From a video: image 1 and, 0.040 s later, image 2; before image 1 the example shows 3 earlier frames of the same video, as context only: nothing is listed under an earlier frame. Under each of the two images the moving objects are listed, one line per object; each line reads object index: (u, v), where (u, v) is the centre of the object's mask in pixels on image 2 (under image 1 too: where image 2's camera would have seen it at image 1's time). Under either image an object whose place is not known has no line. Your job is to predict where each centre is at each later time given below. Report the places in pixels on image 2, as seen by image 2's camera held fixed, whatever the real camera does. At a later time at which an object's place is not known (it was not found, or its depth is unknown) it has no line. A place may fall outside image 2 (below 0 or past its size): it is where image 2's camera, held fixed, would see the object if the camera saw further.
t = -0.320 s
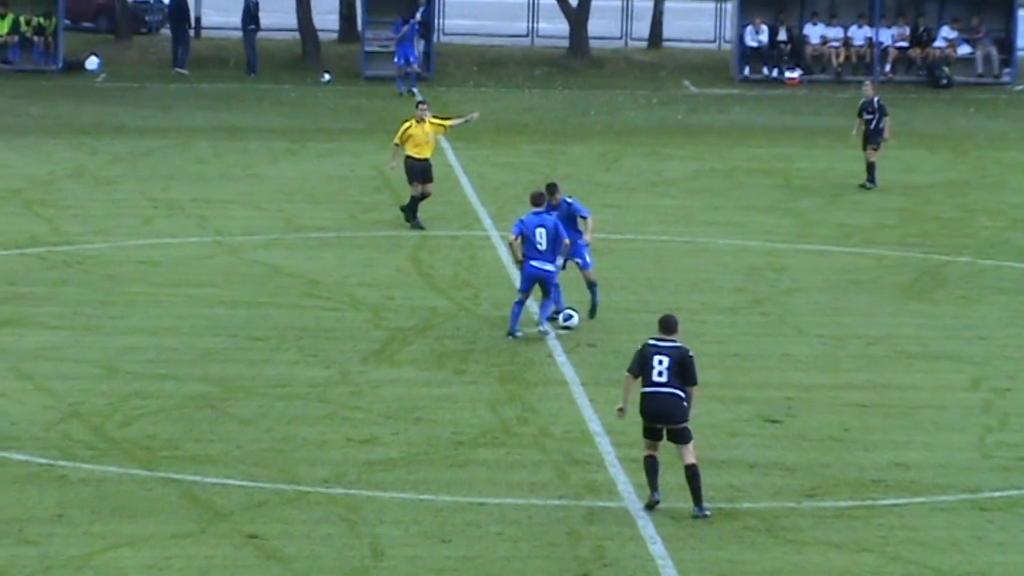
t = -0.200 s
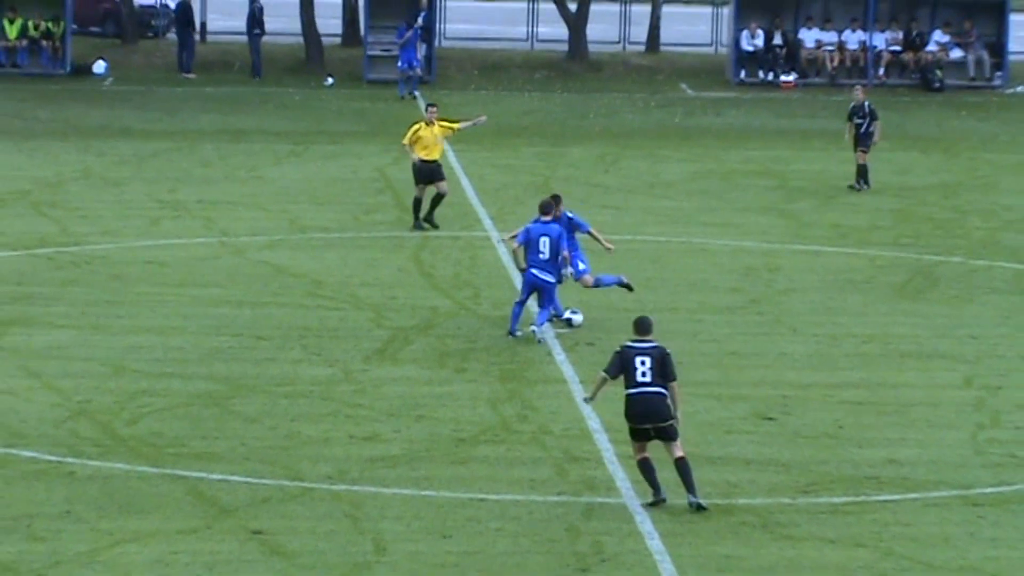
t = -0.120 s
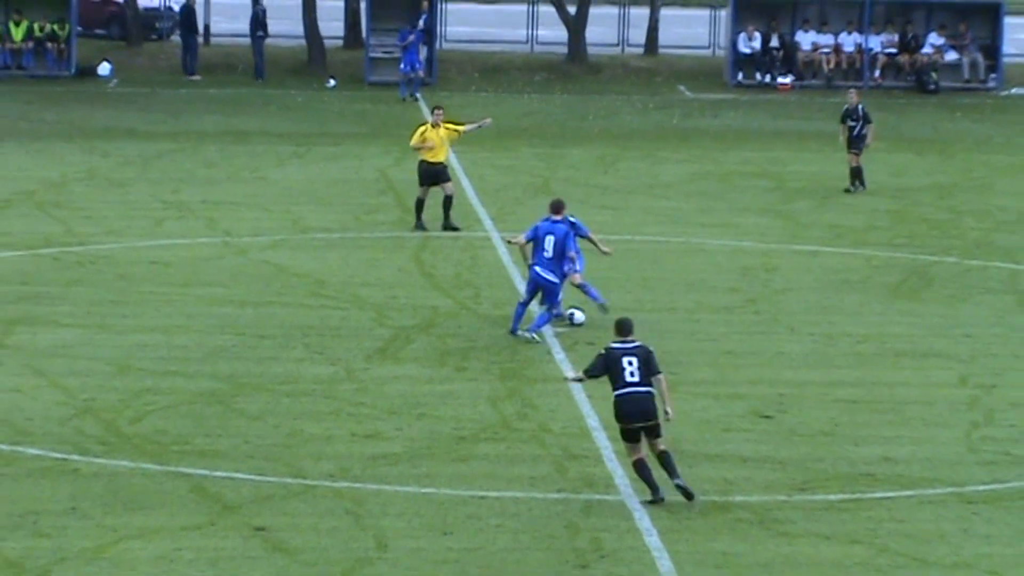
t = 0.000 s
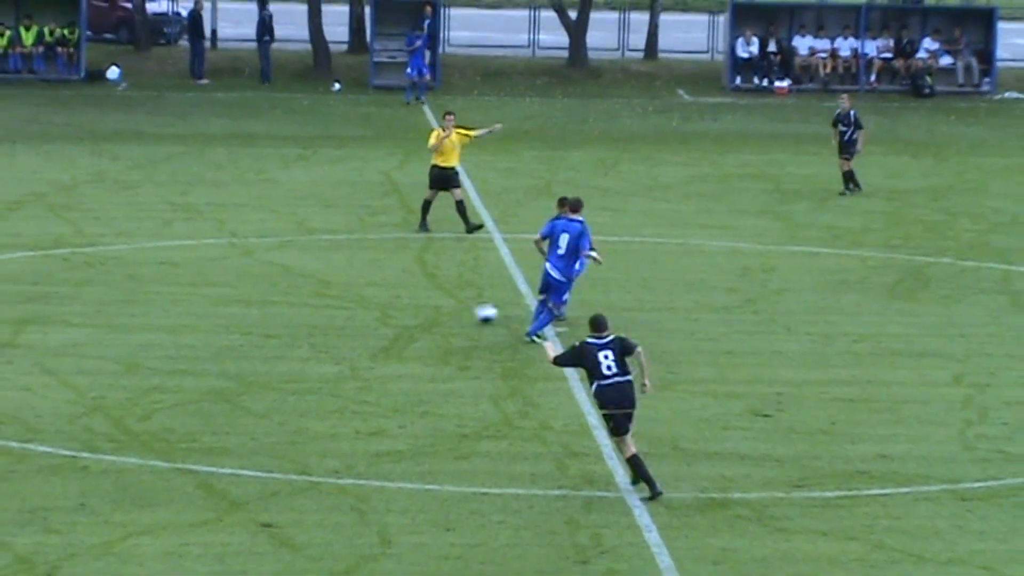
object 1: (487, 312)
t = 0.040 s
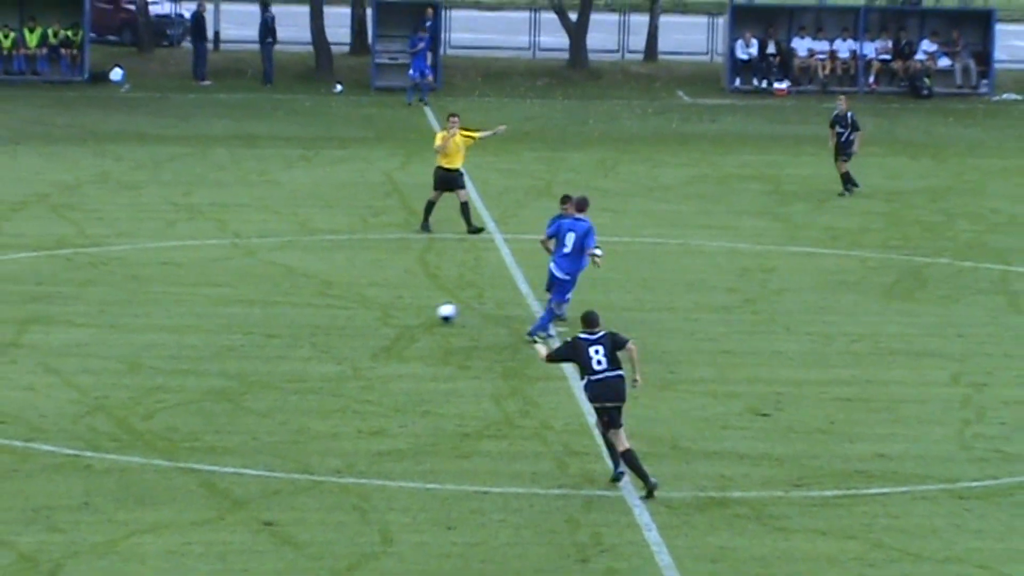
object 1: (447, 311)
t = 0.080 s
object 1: (409, 312)
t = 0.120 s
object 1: (372, 315)
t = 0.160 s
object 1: (338, 313)
